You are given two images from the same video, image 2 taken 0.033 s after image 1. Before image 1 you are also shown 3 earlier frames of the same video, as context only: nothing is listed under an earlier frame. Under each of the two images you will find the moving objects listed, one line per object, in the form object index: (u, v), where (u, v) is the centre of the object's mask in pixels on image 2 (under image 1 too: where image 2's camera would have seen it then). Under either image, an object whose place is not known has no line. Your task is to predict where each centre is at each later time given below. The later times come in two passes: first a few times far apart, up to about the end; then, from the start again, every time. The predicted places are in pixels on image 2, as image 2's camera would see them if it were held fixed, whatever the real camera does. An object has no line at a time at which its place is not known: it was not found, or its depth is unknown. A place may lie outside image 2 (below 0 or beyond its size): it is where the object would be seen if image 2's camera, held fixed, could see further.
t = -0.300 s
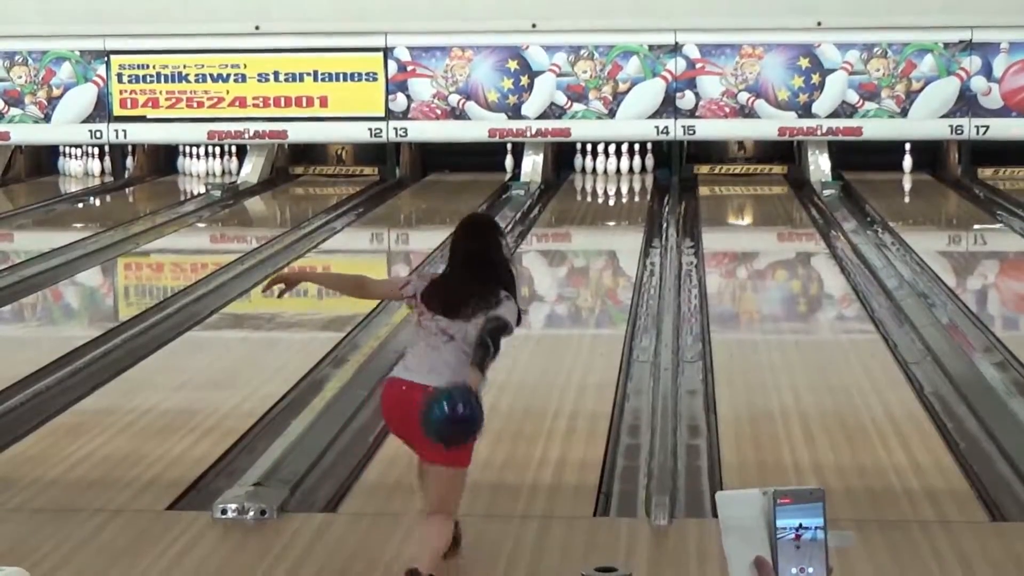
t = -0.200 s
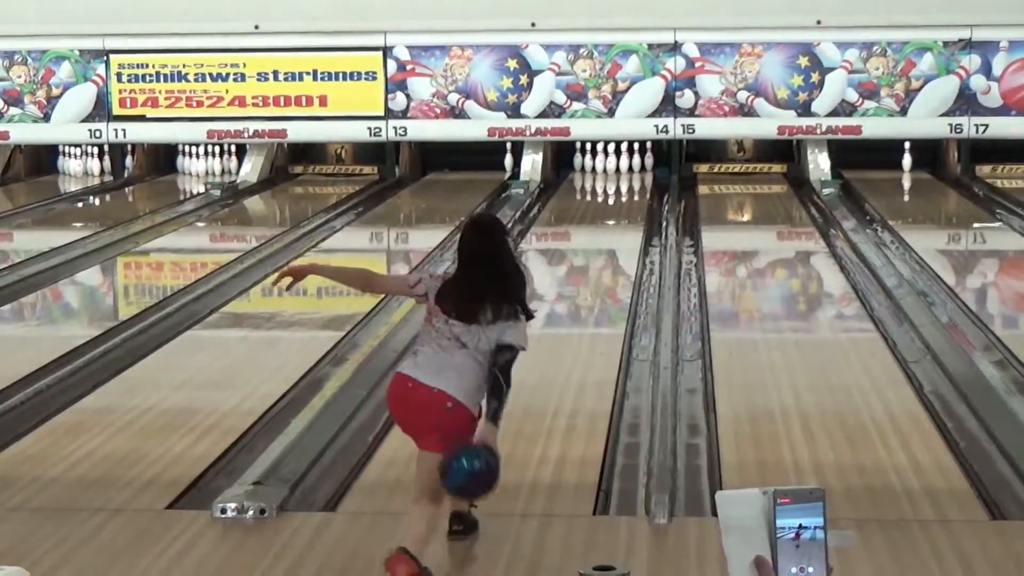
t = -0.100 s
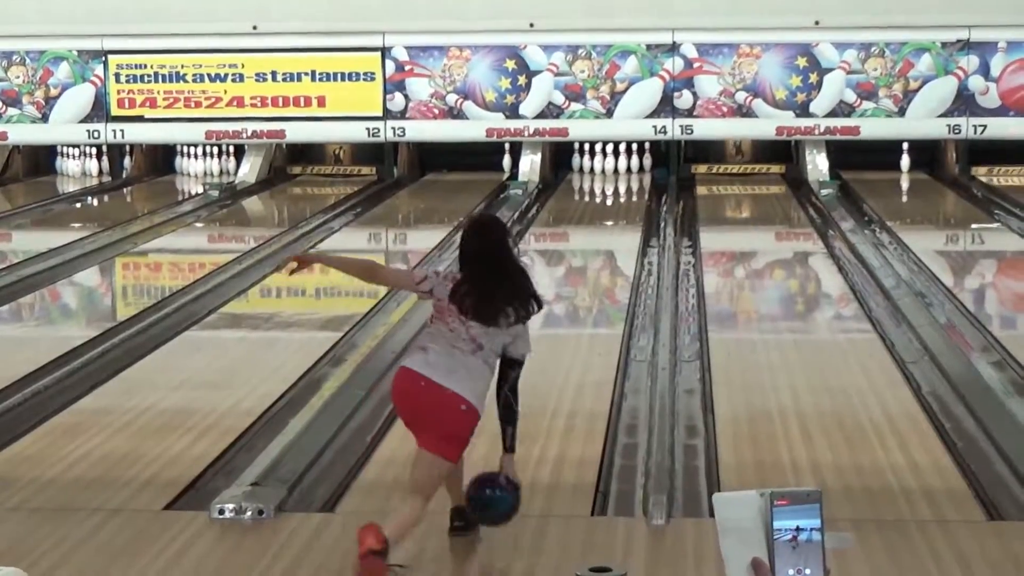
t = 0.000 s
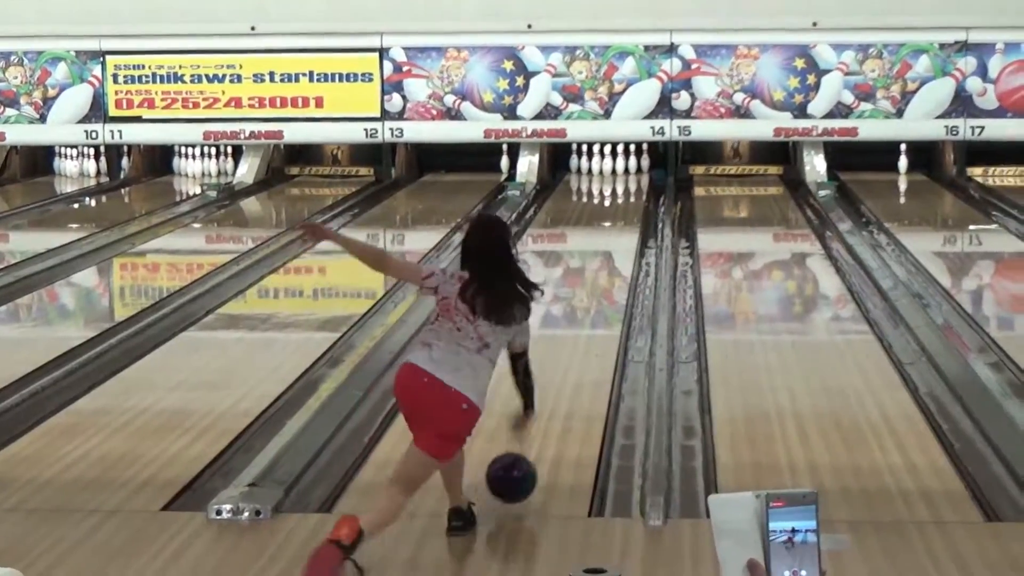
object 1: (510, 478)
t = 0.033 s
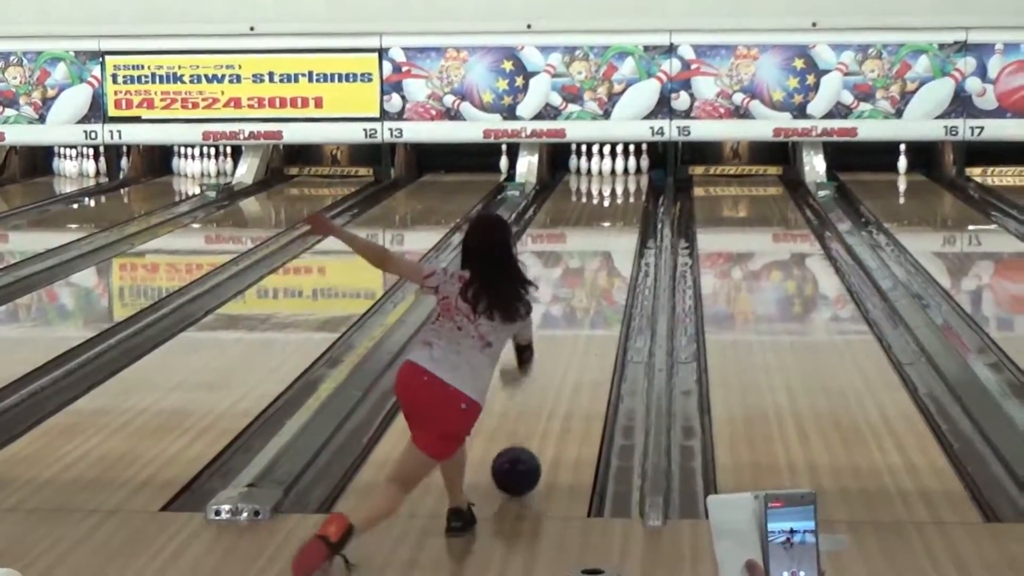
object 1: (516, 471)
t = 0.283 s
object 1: (549, 402)
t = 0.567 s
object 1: (574, 345)
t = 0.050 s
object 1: (519, 468)
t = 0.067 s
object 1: (521, 462)
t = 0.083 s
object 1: (524, 456)
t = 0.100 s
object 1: (526, 452)
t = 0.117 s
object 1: (528, 446)
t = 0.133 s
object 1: (531, 441)
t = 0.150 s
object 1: (533, 437)
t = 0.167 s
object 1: (535, 432)
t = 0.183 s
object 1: (537, 428)
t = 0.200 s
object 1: (539, 423)
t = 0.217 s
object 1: (542, 419)
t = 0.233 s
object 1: (543, 415)
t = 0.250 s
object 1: (545, 411)
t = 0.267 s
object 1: (547, 406)
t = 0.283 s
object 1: (549, 402)
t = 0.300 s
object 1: (551, 399)
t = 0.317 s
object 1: (553, 394)
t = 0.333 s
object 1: (554, 391)
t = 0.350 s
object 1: (556, 387)
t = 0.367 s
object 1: (558, 383)
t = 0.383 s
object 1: (559, 379)
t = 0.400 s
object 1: (561, 376)
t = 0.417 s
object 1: (562, 373)
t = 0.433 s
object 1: (563, 369)
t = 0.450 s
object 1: (565, 366)
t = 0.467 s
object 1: (566, 362)
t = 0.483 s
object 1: (568, 359)
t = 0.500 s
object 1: (569, 356)
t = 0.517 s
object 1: (571, 353)
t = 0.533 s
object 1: (572, 350)
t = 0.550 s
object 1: (573, 348)
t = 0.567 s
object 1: (574, 345)
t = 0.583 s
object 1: (575, 342)
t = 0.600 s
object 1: (577, 339)
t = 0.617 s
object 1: (578, 336)
